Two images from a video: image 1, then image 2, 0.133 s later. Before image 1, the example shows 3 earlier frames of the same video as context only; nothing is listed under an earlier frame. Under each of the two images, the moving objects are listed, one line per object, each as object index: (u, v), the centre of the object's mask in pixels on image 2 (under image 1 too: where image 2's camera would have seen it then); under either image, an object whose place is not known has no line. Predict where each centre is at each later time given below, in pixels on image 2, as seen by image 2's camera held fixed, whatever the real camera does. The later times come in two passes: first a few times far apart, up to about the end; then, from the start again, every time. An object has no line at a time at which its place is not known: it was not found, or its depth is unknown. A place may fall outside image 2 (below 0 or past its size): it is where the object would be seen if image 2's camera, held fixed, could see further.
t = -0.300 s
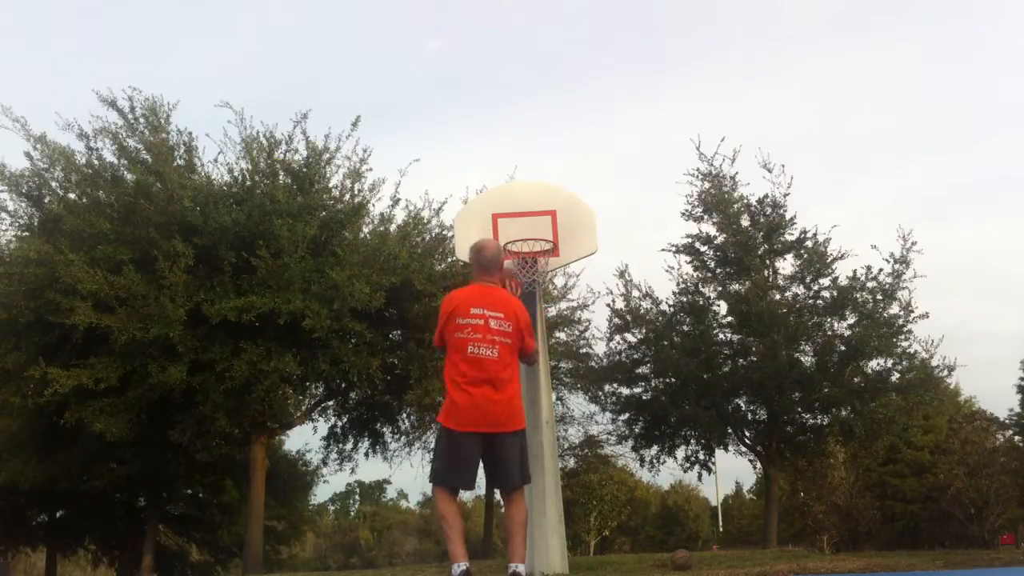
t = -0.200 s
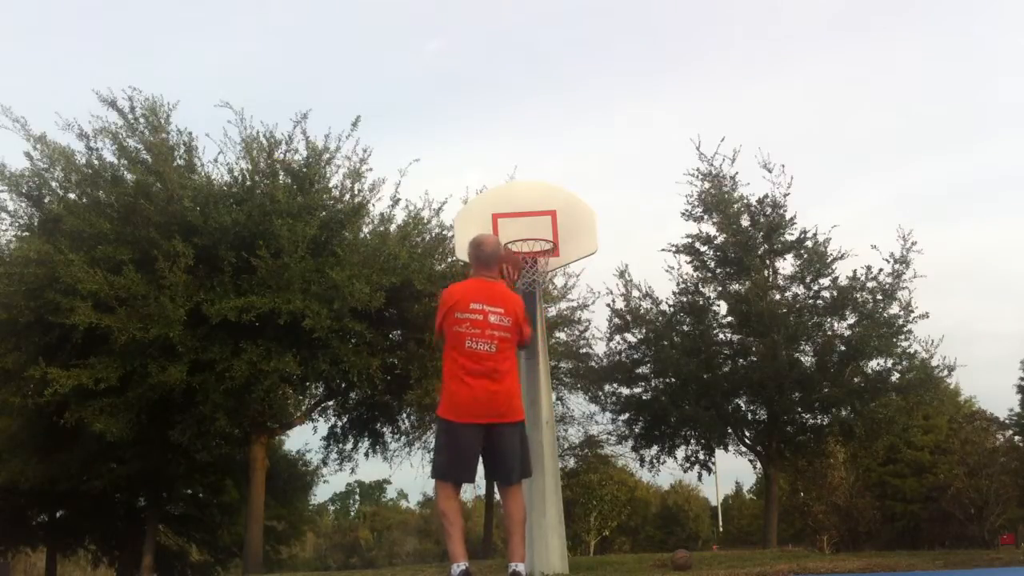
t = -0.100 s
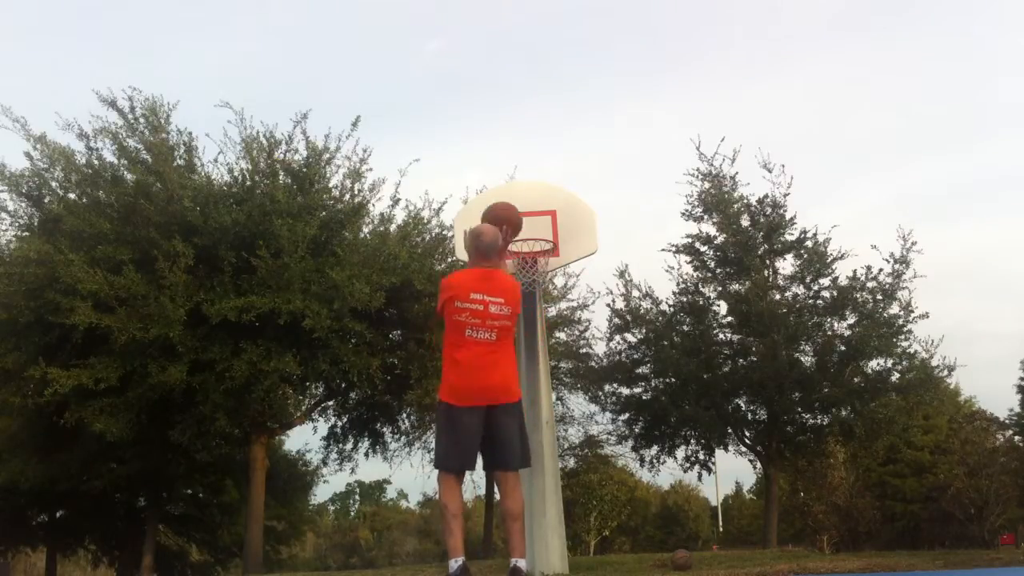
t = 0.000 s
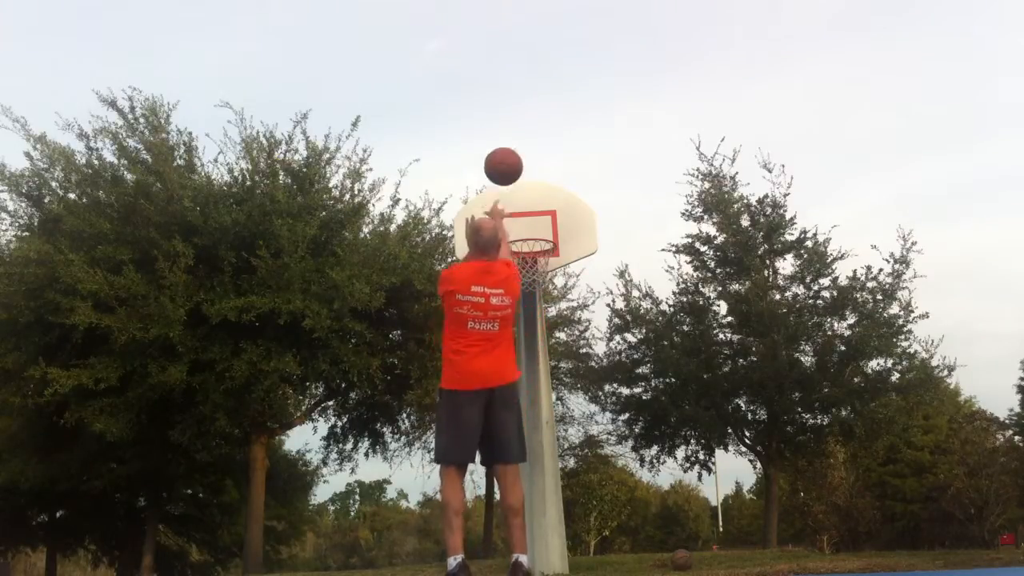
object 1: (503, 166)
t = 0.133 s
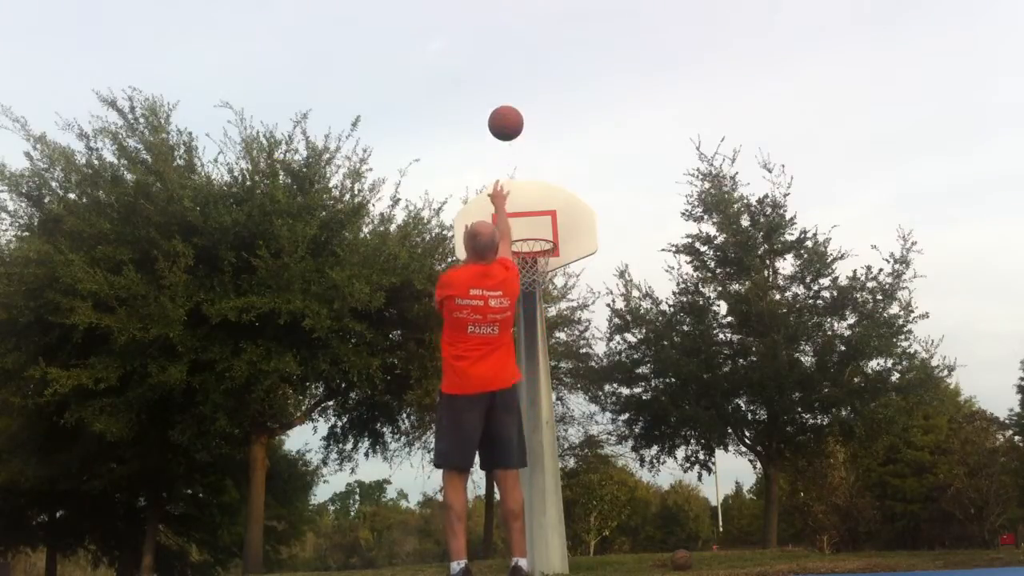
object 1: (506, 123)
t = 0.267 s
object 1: (508, 108)
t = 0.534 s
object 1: (515, 142)
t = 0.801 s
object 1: (523, 228)
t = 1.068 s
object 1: (532, 225)
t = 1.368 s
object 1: (544, 224)
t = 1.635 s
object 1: (557, 230)
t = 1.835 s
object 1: (570, 288)
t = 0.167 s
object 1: (506, 117)
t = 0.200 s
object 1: (507, 112)
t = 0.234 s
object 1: (507, 109)
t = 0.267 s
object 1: (508, 108)
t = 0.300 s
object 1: (509, 108)
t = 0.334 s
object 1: (509, 109)
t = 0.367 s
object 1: (510, 111)
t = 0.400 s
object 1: (511, 115)
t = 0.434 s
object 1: (512, 120)
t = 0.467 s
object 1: (513, 126)
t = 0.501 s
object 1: (514, 133)
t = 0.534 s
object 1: (515, 142)
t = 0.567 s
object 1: (516, 151)
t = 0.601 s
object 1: (517, 162)
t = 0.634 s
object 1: (518, 173)
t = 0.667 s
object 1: (519, 185)
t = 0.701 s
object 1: (520, 198)
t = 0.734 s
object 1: (521, 212)
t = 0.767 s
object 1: (522, 227)
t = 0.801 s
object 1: (523, 228)
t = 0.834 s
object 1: (524, 229)
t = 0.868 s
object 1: (526, 230)
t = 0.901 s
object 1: (527, 233)
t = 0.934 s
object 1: (528, 237)
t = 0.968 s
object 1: (529, 238)
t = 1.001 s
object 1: (530, 235)
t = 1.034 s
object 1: (531, 228)
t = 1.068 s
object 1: (532, 225)
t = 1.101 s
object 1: (533, 221)
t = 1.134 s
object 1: (535, 218)
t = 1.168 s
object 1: (536, 217)
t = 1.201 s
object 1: (537, 217)
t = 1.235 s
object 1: (538, 218)
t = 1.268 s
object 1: (540, 220)
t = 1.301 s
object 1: (541, 224)
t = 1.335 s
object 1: (543, 226)
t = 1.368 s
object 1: (544, 224)
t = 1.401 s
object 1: (546, 220)
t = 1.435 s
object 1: (547, 218)
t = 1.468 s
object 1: (549, 217)
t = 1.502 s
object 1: (550, 217)
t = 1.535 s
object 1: (552, 219)
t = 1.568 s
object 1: (554, 222)
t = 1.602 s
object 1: (555, 225)
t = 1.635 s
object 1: (557, 230)
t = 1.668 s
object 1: (559, 237)
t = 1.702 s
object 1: (561, 244)
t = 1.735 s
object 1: (563, 253)
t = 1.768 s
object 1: (565, 264)
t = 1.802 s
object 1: (568, 275)
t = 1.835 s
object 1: (570, 288)
